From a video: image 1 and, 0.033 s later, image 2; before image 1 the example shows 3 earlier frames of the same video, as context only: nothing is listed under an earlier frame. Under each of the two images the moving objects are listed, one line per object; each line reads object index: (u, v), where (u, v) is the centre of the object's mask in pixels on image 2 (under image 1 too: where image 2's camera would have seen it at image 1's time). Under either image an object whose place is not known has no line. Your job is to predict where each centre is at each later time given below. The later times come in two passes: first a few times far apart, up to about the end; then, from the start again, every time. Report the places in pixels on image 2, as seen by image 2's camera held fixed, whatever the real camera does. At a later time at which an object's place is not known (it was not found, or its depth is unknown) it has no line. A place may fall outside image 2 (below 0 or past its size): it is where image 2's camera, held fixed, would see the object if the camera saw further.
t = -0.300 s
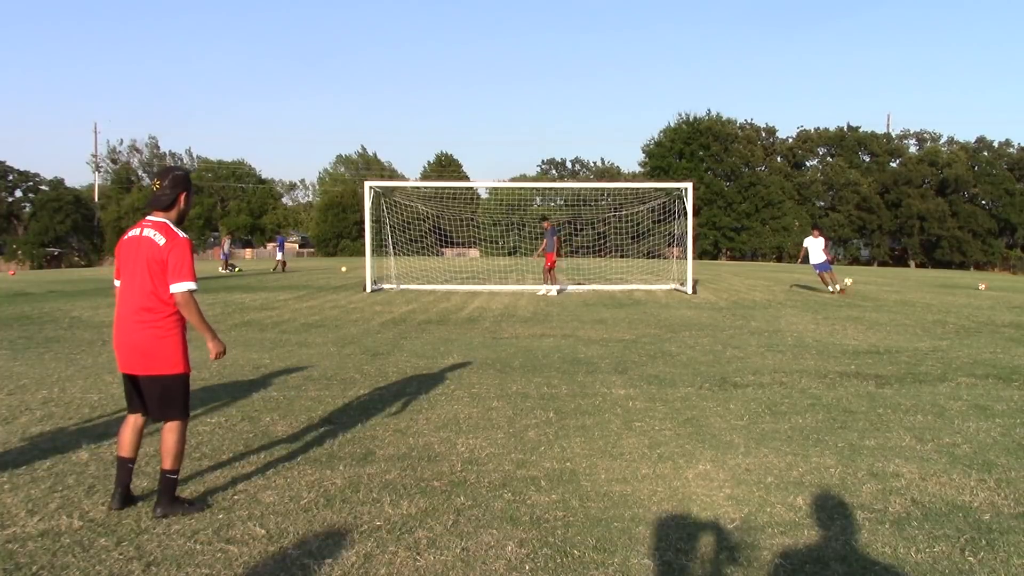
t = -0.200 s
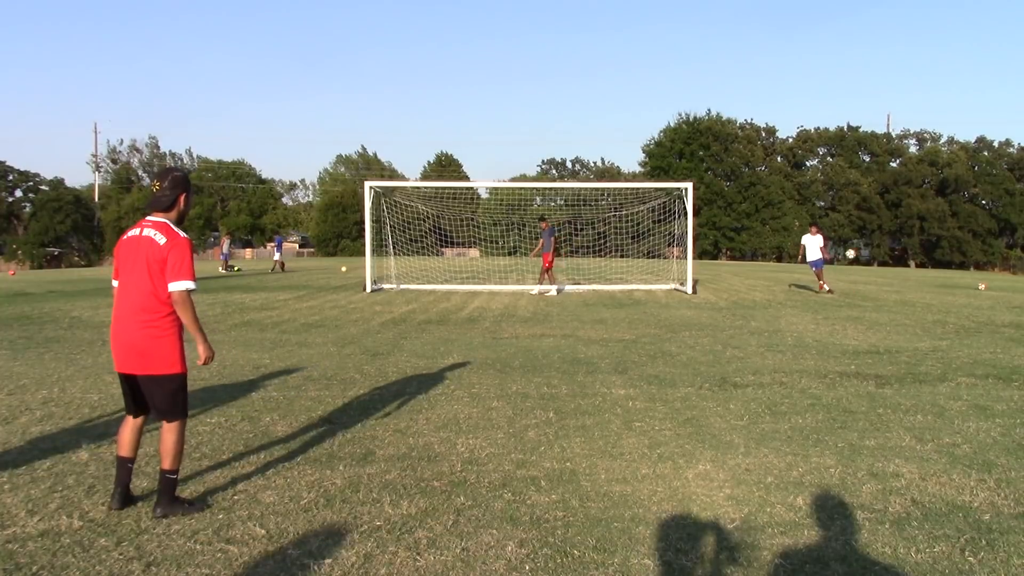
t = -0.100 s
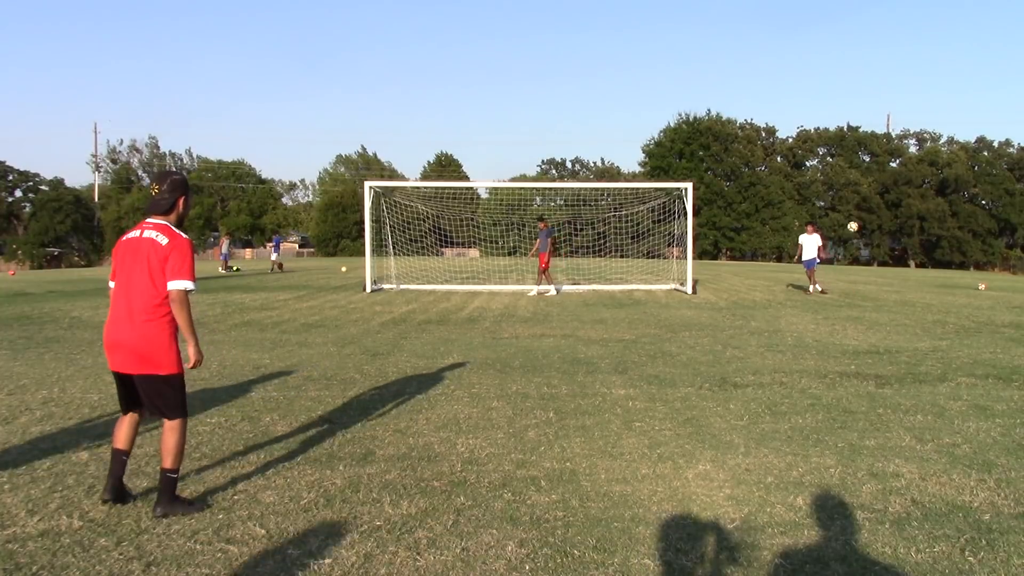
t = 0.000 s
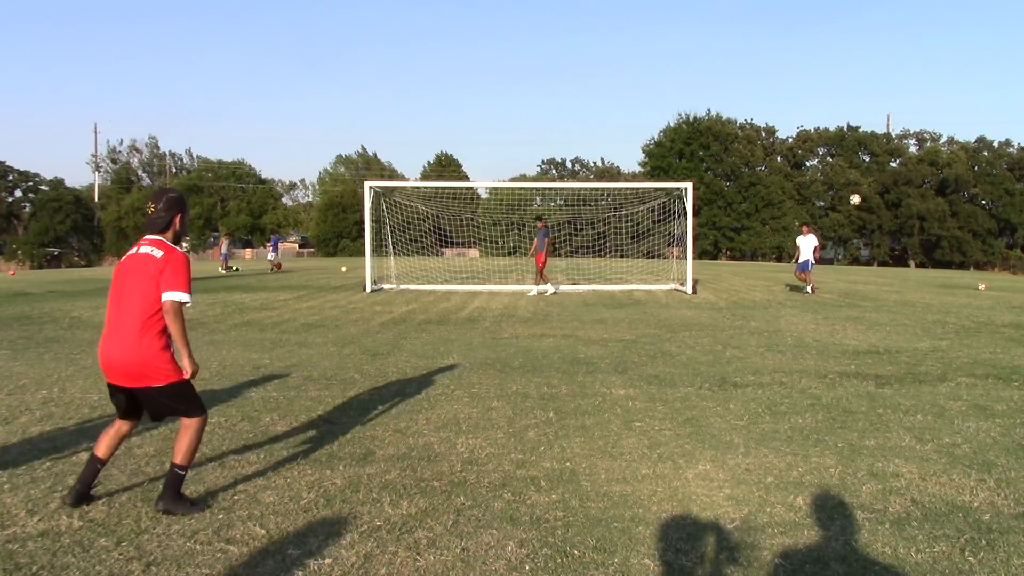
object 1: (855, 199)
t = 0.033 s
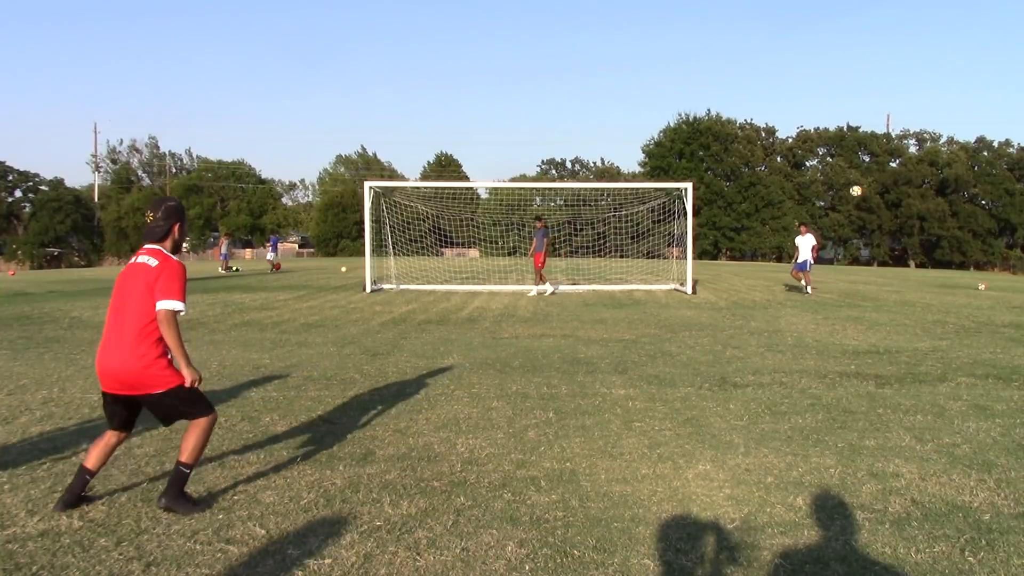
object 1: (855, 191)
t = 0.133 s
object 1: (858, 165)
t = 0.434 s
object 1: (863, 97)
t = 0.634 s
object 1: (865, 64)
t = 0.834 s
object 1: (865, 47)
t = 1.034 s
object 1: (863, 61)
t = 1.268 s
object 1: (856, 151)
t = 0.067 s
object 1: (856, 182)
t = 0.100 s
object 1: (857, 173)
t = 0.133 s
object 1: (858, 165)
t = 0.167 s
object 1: (859, 156)
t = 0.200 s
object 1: (860, 149)
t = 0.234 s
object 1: (860, 140)
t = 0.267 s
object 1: (861, 132)
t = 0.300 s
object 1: (861, 124)
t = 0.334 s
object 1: (861, 118)
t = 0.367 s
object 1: (862, 110)
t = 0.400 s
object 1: (863, 104)
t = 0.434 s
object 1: (863, 97)
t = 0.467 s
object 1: (863, 90)
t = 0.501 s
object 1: (864, 84)
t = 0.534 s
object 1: (864, 79)
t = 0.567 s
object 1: (865, 73)
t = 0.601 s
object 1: (865, 68)
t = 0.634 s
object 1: (865, 64)
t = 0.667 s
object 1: (865, 59)
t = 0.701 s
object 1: (865, 56)
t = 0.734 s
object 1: (866, 53)
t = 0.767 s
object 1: (865, 50)
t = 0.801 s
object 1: (865, 49)
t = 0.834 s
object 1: (865, 47)
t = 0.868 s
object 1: (865, 47)
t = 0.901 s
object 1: (865, 48)
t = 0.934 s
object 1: (865, 49)
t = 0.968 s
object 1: (864, 52)
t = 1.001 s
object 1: (863, 55)
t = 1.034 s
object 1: (863, 61)
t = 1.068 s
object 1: (862, 67)
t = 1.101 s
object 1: (861, 75)
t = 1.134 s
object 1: (860, 85)
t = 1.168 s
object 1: (860, 98)
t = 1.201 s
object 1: (858, 113)
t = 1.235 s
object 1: (857, 130)
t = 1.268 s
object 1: (856, 151)
